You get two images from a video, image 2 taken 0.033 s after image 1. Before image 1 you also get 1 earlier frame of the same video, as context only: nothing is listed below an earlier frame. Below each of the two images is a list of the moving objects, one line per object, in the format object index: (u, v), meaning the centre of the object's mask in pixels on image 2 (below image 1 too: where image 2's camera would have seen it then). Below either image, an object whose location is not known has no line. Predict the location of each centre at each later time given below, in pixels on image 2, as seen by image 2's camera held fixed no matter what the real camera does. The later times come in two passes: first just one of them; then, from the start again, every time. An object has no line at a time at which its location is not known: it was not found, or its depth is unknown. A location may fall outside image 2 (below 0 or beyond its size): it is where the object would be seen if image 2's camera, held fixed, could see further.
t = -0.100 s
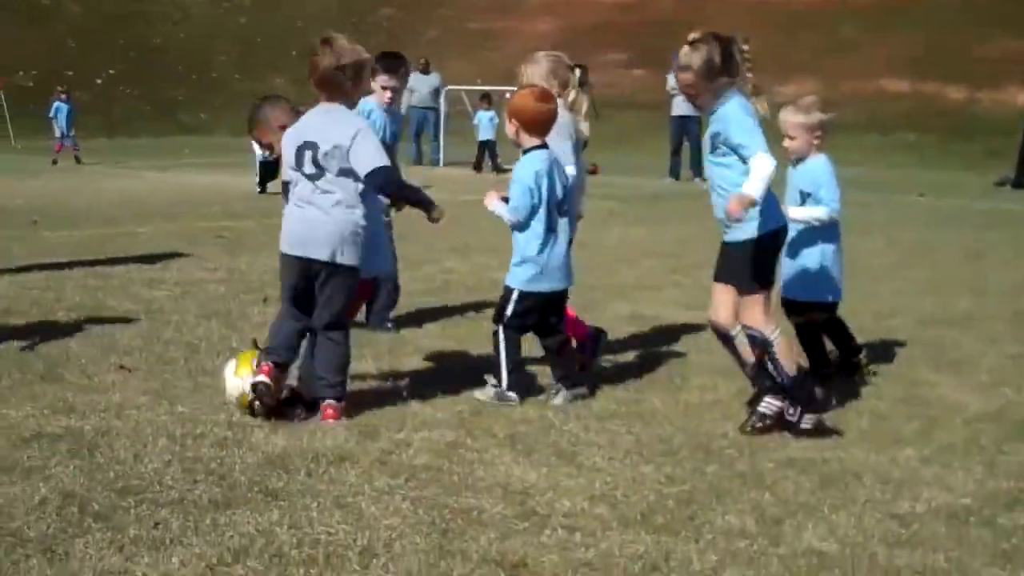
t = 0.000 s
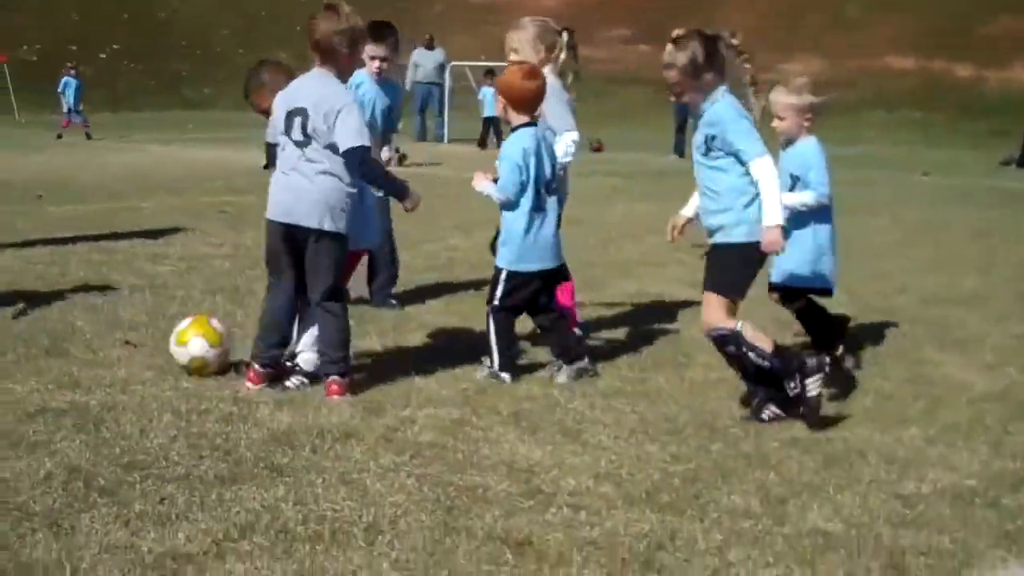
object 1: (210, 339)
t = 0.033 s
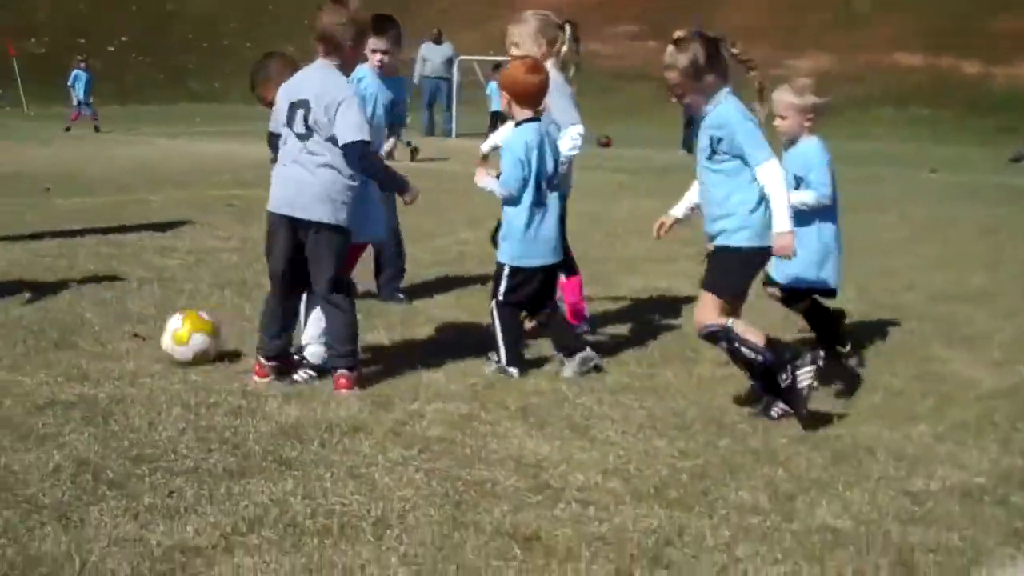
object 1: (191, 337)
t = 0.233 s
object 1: (115, 319)
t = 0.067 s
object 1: (176, 334)
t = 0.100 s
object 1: (162, 327)
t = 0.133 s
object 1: (150, 321)
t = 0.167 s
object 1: (138, 318)
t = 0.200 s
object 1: (126, 318)
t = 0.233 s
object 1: (115, 319)
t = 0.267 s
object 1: (107, 313)
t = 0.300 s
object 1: (100, 307)
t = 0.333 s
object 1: (91, 303)
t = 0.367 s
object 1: (83, 303)
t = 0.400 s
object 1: (76, 303)
